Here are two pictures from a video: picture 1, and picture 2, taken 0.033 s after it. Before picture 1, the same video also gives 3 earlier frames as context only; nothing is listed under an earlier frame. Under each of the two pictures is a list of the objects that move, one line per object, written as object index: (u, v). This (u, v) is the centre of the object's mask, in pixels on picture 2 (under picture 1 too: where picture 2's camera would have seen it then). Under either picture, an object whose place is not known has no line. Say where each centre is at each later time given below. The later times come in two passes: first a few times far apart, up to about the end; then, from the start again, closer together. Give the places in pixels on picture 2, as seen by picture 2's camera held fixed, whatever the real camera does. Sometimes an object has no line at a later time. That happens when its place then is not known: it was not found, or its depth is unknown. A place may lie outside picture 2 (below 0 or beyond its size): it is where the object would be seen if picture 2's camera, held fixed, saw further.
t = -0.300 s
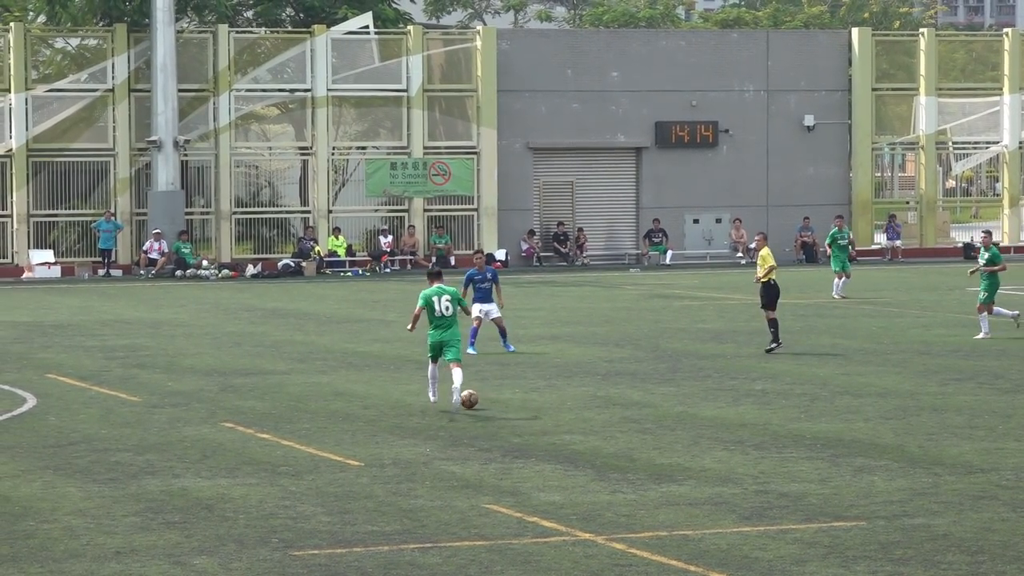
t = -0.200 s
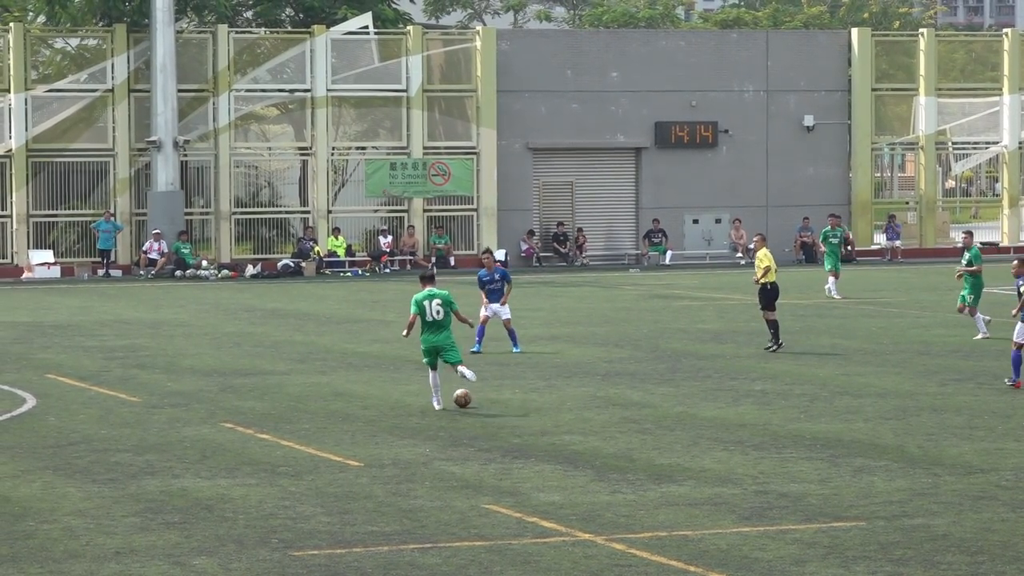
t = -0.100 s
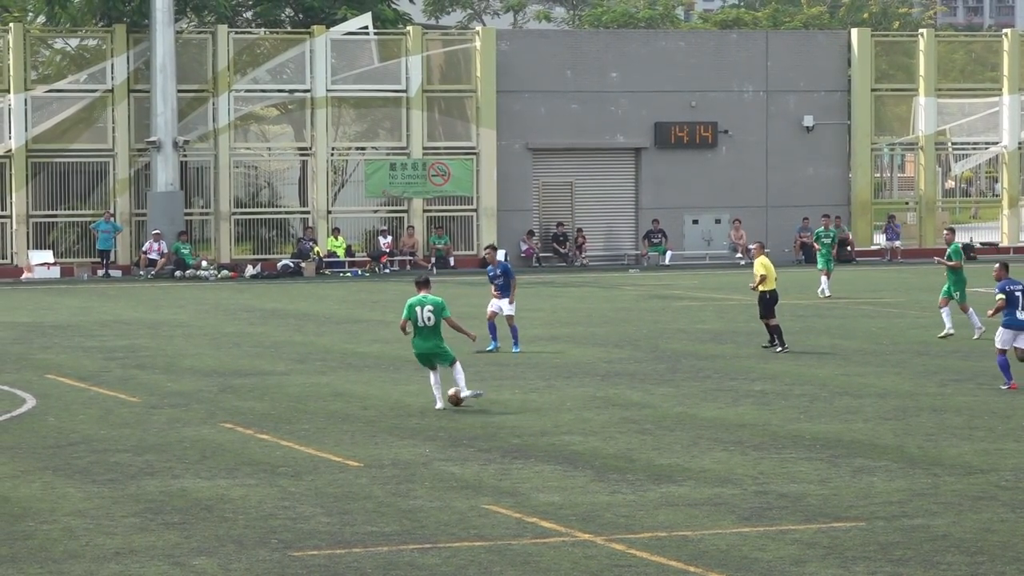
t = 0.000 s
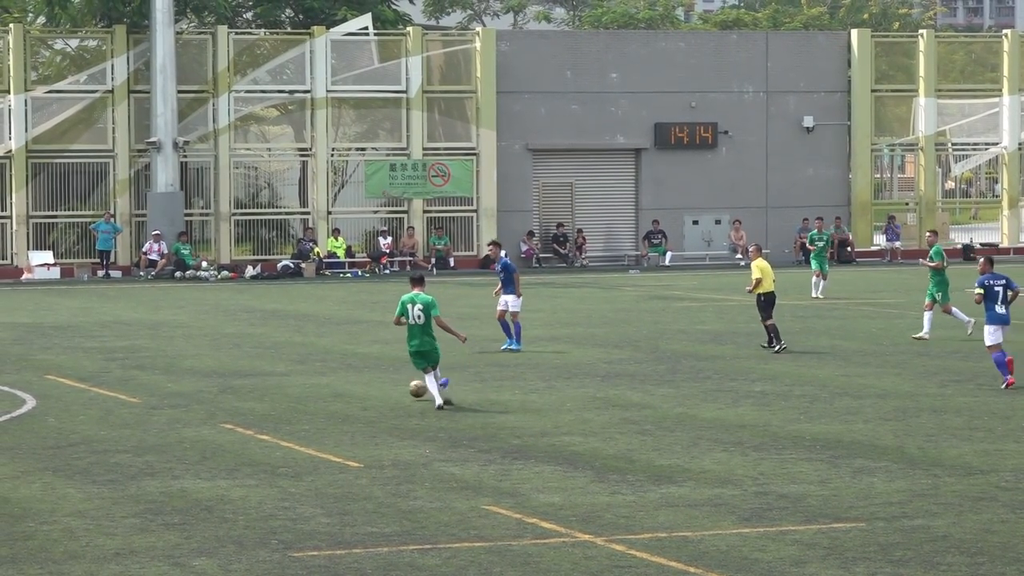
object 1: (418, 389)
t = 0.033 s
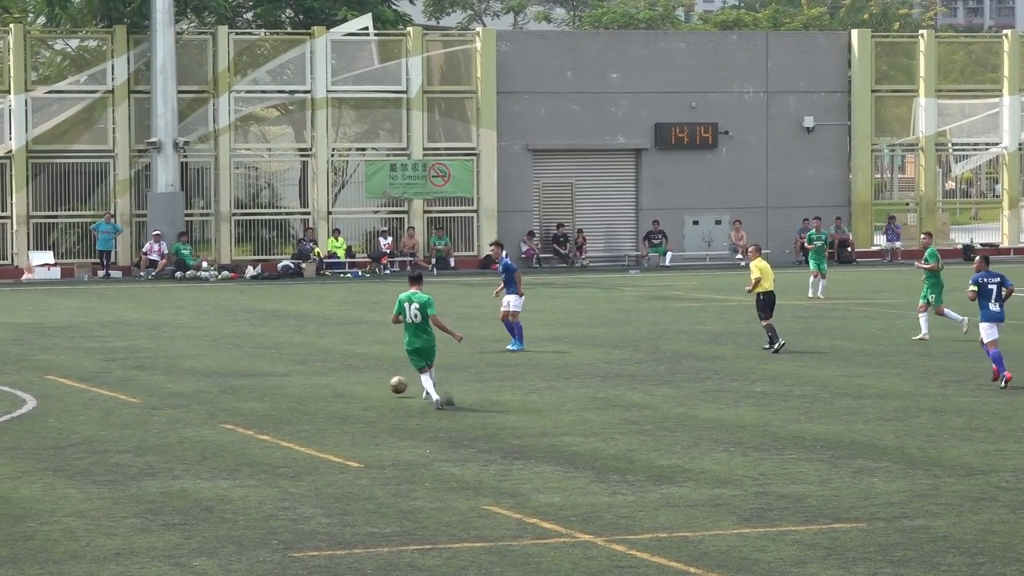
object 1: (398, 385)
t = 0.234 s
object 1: (293, 369)
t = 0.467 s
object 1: (201, 358)
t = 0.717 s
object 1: (125, 350)
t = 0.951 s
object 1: (66, 345)
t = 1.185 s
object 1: (12, 339)
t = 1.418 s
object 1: (-39, 331)
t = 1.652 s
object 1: (-84, 330)
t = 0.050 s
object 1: (388, 383)
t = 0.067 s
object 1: (379, 382)
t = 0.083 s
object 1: (369, 382)
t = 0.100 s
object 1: (360, 381)
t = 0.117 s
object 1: (351, 381)
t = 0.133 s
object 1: (342, 380)
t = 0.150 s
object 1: (333, 377)
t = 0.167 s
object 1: (325, 375)
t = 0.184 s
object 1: (317, 373)
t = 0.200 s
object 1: (309, 371)
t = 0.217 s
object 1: (301, 370)
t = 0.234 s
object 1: (293, 369)
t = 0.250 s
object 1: (286, 368)
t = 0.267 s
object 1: (278, 368)
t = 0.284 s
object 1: (271, 368)
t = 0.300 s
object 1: (263, 368)
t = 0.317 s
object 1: (256, 368)
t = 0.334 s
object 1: (249, 366)
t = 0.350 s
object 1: (243, 364)
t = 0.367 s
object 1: (237, 362)
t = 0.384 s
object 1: (231, 361)
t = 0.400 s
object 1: (225, 360)
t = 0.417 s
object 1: (218, 359)
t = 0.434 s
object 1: (212, 358)
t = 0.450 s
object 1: (206, 358)
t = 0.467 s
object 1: (201, 358)
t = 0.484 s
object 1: (195, 358)
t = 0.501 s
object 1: (189, 358)
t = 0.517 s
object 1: (183, 359)
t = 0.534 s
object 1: (178, 359)
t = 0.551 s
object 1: (173, 357)
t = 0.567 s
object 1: (168, 355)
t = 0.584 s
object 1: (163, 353)
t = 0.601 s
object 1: (158, 352)
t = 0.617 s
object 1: (153, 351)
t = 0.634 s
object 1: (148, 350)
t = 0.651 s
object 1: (144, 350)
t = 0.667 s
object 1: (139, 349)
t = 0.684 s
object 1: (134, 349)
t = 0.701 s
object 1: (129, 350)
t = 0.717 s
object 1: (125, 350)
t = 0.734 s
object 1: (120, 351)
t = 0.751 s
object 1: (115, 351)
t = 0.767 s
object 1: (111, 350)
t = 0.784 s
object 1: (107, 348)
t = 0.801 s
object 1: (103, 347)
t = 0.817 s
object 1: (99, 346)
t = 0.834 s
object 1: (94, 345)
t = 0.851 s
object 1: (90, 344)
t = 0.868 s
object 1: (86, 344)
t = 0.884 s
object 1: (82, 343)
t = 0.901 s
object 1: (78, 344)
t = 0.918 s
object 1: (74, 344)
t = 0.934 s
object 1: (70, 344)
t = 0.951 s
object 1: (66, 345)
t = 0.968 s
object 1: (62, 345)
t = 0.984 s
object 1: (58, 344)
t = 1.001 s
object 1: (54, 343)
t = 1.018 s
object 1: (50, 341)
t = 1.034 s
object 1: (46, 340)
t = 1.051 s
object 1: (42, 340)
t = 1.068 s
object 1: (38, 339)
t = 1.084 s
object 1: (34, 339)
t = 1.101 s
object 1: (30, 338)
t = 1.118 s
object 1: (26, 338)
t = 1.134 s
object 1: (23, 339)
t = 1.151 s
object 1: (19, 339)
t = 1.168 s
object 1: (16, 340)
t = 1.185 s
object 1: (12, 339)
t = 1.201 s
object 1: (8, 338)
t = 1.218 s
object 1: (4, 338)
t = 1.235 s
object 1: (0, 337)
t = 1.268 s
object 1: (-7, 336)
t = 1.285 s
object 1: (-11, 337)
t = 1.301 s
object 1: (-14, 337)
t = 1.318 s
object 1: (-18, 335)
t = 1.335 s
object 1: (-22, 334)
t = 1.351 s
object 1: (-25, 333)
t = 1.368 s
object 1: (-29, 332)
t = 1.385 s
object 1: (-32, 332)
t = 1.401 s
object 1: (-35, 331)
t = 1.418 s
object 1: (-39, 331)
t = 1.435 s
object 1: (-42, 331)
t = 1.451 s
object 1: (-46, 331)
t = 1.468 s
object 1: (-49, 331)
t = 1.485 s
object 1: (-52, 332)
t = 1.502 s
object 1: (-56, 332)
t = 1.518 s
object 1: (-59, 332)
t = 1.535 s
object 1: (-62, 331)
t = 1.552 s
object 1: (-66, 330)
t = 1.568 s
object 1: (-69, 330)
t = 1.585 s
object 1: (-72, 329)
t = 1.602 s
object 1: (-75, 329)
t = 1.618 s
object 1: (-79, 329)
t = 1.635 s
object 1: (-82, 329)
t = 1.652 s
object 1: (-84, 330)
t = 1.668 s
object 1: (-88, 330)
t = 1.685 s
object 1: (-90, 329)
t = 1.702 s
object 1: (-93, 328)
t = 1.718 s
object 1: (-96, 328)
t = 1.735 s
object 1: (-99, 327)
